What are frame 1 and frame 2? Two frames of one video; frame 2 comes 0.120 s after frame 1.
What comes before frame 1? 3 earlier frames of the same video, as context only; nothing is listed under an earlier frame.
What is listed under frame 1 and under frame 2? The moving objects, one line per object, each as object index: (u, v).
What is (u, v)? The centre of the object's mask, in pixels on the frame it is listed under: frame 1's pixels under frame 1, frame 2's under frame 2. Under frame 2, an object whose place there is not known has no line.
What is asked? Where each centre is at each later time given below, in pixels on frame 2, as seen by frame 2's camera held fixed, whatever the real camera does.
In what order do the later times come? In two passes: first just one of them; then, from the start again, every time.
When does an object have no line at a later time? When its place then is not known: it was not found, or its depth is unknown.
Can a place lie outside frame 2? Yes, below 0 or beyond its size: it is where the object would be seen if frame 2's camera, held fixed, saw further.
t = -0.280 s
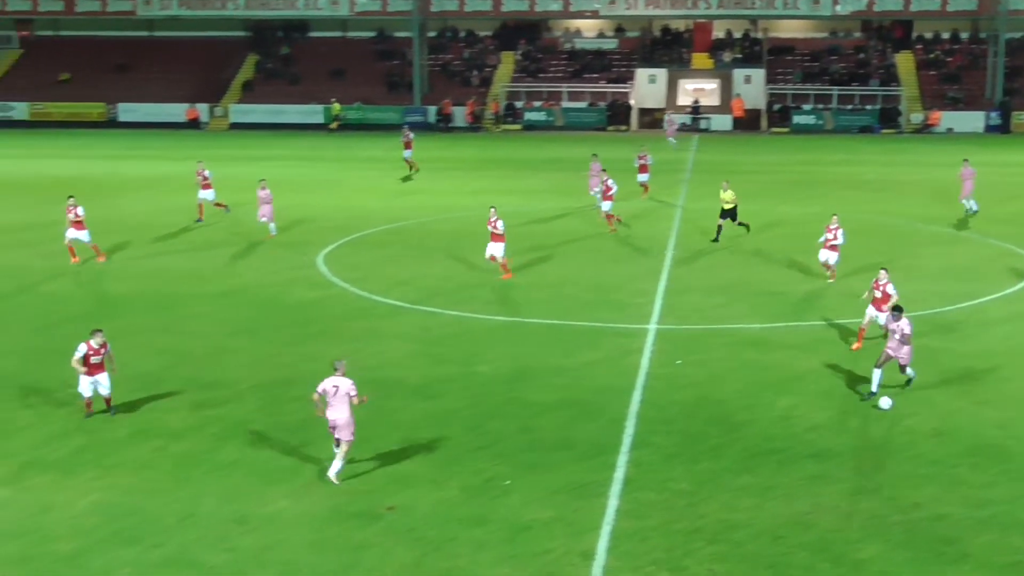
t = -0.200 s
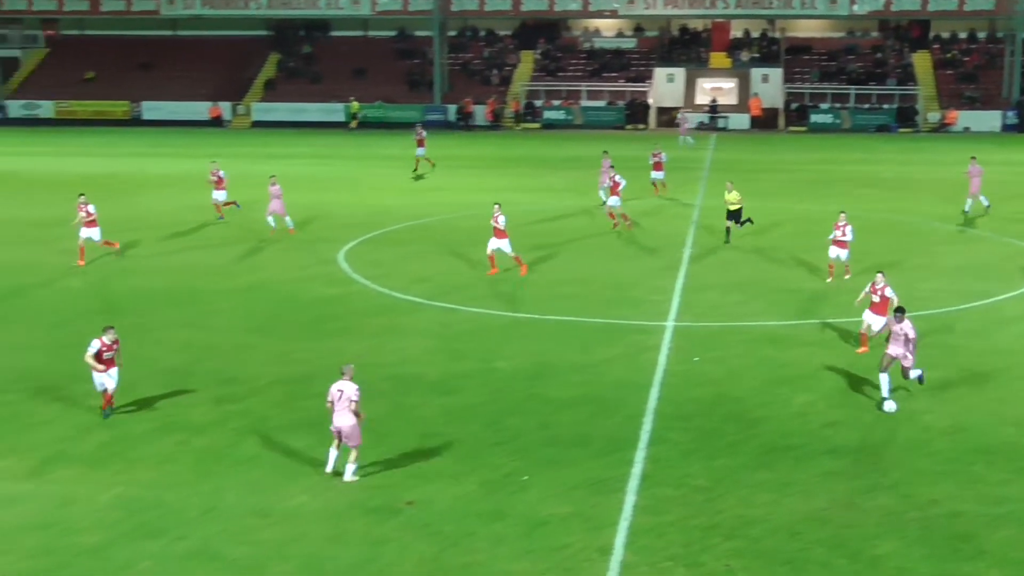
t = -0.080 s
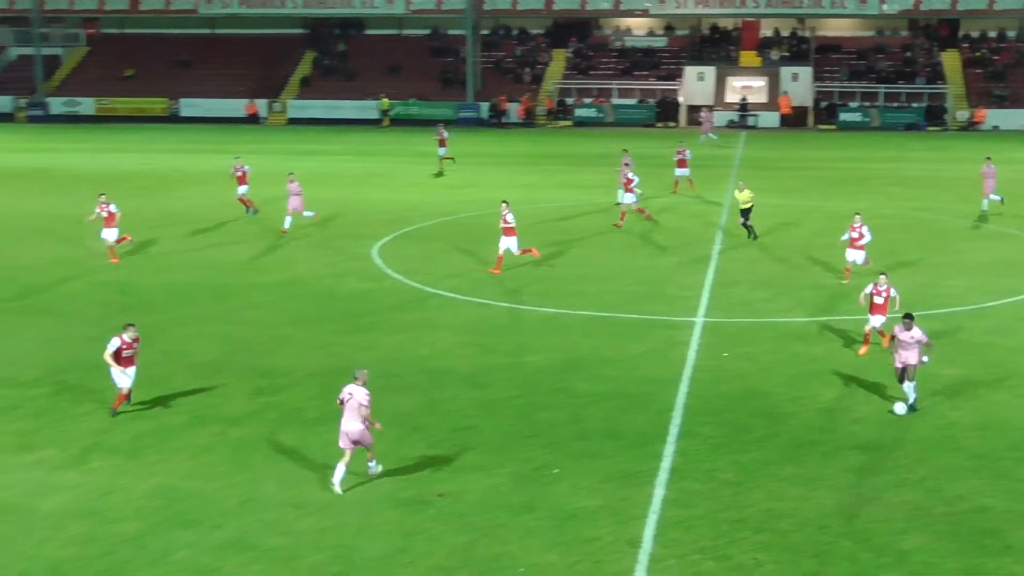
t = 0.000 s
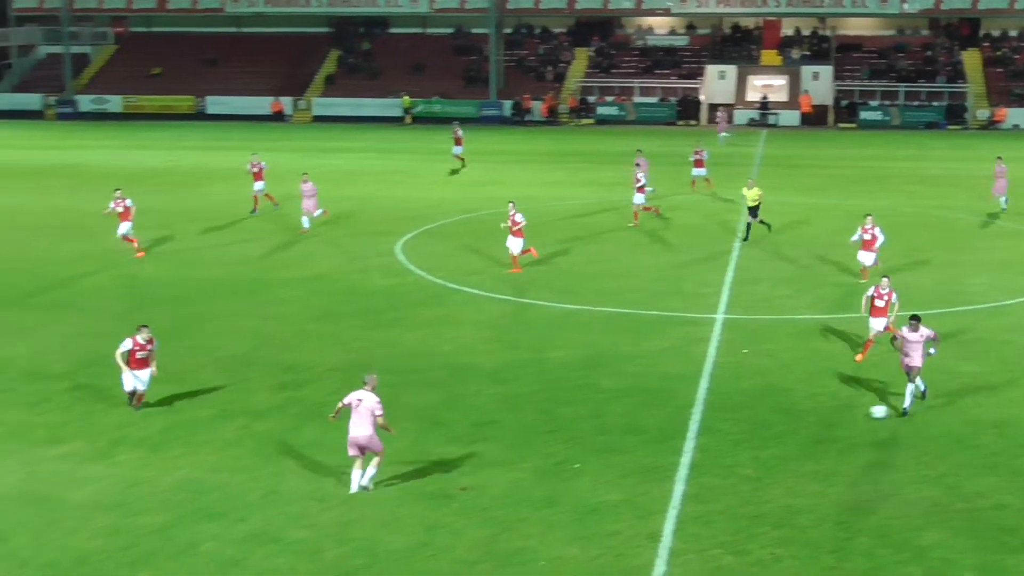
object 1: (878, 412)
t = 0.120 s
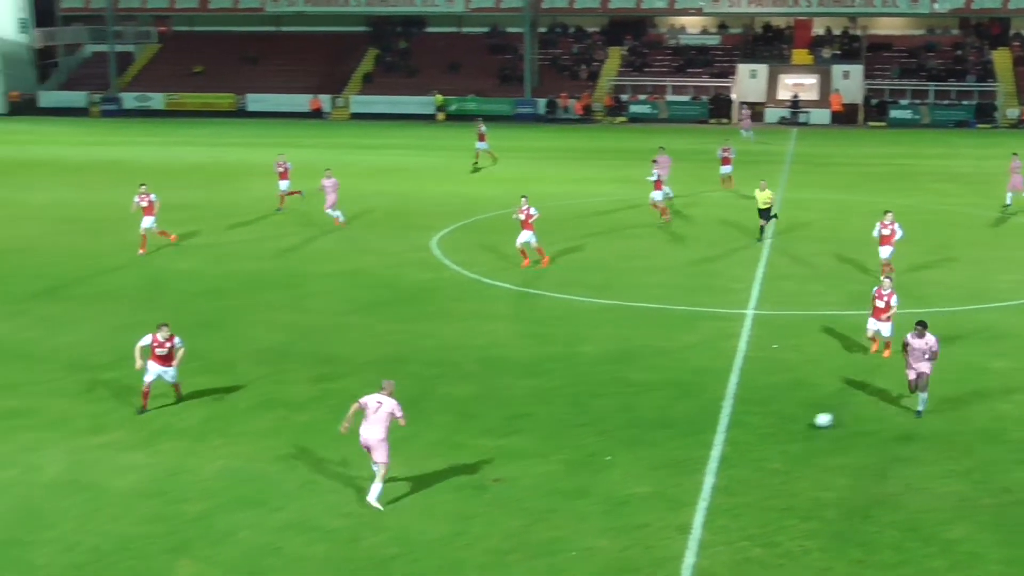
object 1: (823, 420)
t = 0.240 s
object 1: (735, 440)
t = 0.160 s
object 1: (794, 426)
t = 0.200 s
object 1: (764, 434)
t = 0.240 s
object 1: (735, 440)
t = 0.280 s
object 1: (706, 442)
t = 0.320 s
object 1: (680, 445)
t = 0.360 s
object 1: (651, 450)
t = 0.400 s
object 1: (622, 456)
